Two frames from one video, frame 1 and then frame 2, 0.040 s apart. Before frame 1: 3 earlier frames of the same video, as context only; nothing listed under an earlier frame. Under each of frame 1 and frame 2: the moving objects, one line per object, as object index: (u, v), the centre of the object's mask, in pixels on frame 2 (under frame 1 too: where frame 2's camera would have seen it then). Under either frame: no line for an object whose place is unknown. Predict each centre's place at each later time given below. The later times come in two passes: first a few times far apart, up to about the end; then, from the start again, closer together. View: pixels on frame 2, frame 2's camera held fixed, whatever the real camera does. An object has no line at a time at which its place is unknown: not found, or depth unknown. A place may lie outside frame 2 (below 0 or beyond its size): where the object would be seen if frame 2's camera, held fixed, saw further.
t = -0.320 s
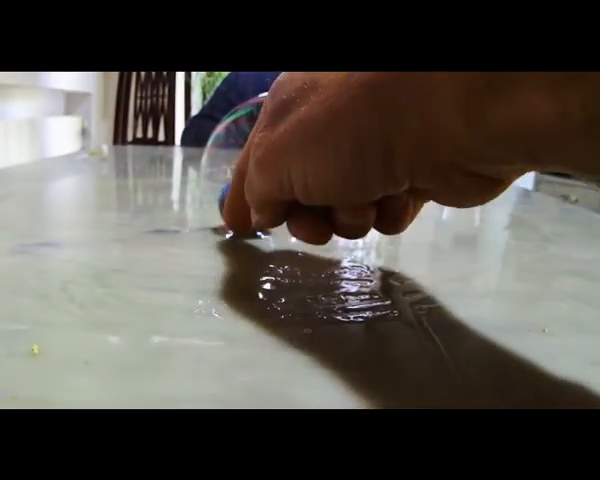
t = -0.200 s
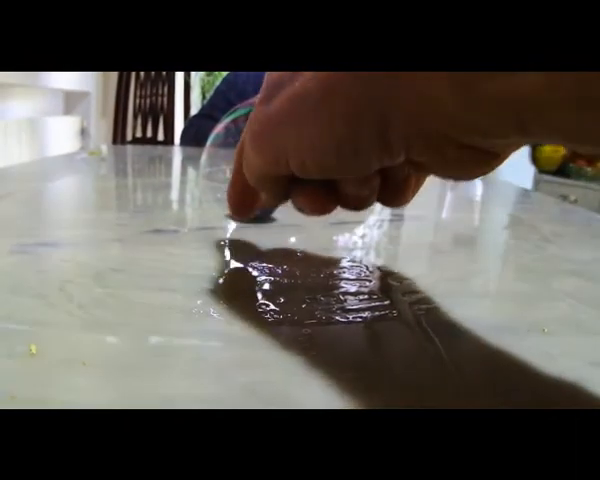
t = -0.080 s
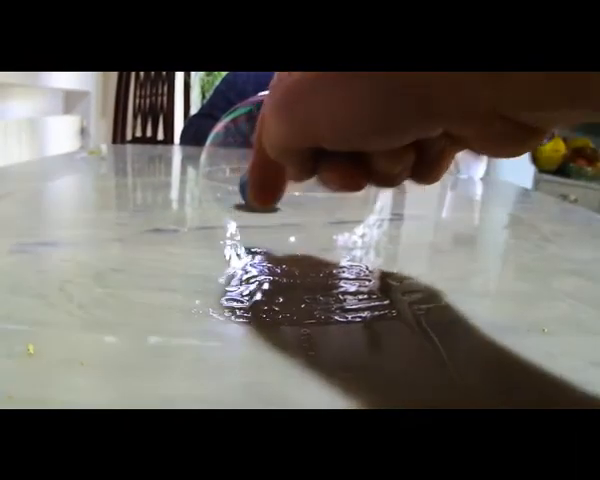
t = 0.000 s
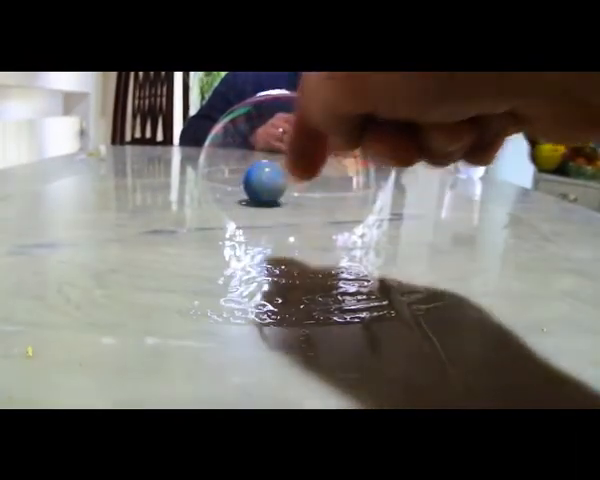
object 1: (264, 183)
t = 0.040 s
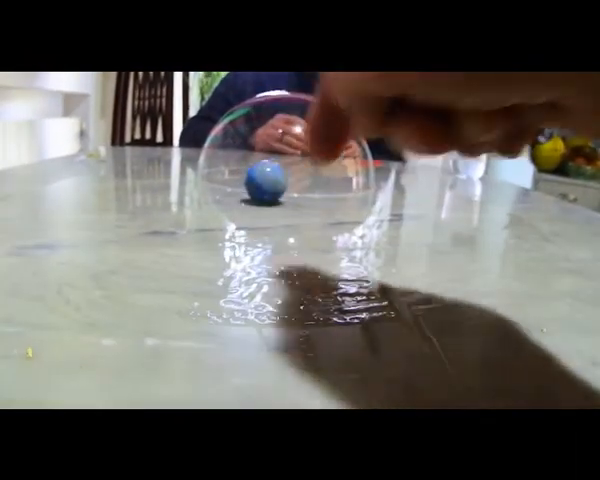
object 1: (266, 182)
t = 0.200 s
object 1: (272, 175)
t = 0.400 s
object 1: (277, 171)
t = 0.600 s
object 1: (281, 166)
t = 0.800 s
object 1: (284, 163)
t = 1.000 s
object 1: (286, 161)
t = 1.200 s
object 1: (289, 160)
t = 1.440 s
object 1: (293, 159)
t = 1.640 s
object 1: (295, 159)
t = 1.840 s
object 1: (299, 158)
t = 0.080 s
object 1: (267, 180)
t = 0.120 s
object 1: (269, 179)
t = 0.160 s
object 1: (270, 177)
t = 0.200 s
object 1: (272, 175)
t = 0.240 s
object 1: (273, 174)
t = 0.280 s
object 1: (274, 173)
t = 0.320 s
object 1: (275, 172)
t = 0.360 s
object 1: (276, 171)
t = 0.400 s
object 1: (277, 171)
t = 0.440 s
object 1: (278, 170)
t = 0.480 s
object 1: (279, 169)
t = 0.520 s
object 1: (279, 167)
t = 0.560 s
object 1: (280, 167)
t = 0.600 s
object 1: (281, 166)
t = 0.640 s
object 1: (282, 166)
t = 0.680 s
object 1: (283, 165)
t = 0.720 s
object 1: (283, 164)
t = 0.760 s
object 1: (283, 164)
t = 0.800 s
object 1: (284, 163)
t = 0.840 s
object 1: (285, 162)
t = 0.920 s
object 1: (285, 162)
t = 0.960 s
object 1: (286, 161)
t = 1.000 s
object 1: (286, 161)
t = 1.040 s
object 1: (287, 161)
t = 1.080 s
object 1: (288, 161)
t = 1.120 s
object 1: (288, 160)
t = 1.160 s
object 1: (288, 160)
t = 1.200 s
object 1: (289, 160)
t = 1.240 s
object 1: (291, 160)
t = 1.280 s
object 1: (291, 160)
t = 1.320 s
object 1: (291, 160)
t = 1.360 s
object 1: (292, 160)
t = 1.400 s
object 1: (292, 159)
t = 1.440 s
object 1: (293, 159)
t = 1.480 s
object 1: (293, 159)
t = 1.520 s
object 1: (293, 159)
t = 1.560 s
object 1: (294, 159)
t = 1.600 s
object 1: (294, 159)
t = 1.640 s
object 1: (295, 159)
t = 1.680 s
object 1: (296, 159)
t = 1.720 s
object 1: (297, 158)
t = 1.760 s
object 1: (297, 158)
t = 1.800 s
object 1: (298, 158)
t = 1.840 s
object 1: (299, 158)
